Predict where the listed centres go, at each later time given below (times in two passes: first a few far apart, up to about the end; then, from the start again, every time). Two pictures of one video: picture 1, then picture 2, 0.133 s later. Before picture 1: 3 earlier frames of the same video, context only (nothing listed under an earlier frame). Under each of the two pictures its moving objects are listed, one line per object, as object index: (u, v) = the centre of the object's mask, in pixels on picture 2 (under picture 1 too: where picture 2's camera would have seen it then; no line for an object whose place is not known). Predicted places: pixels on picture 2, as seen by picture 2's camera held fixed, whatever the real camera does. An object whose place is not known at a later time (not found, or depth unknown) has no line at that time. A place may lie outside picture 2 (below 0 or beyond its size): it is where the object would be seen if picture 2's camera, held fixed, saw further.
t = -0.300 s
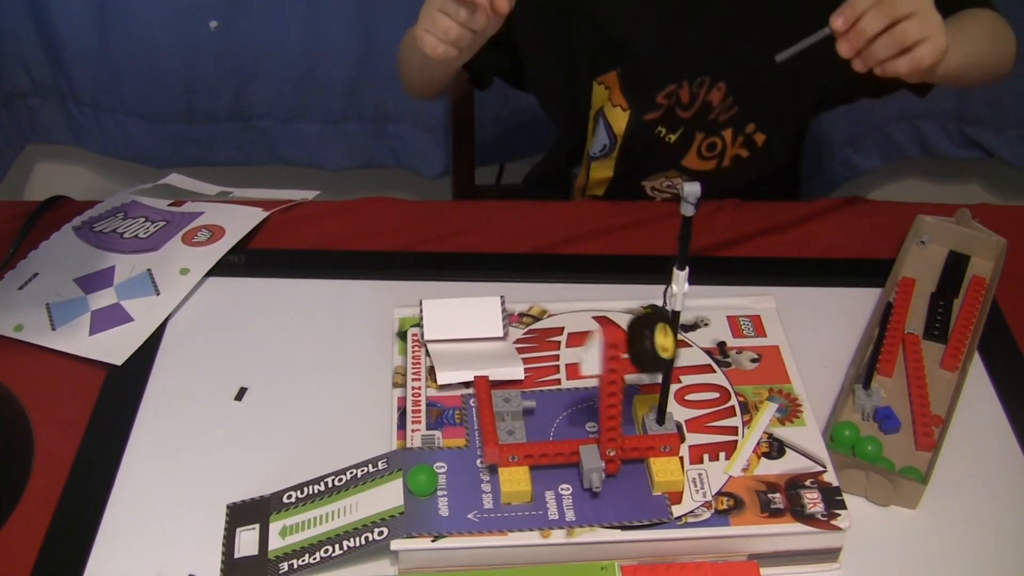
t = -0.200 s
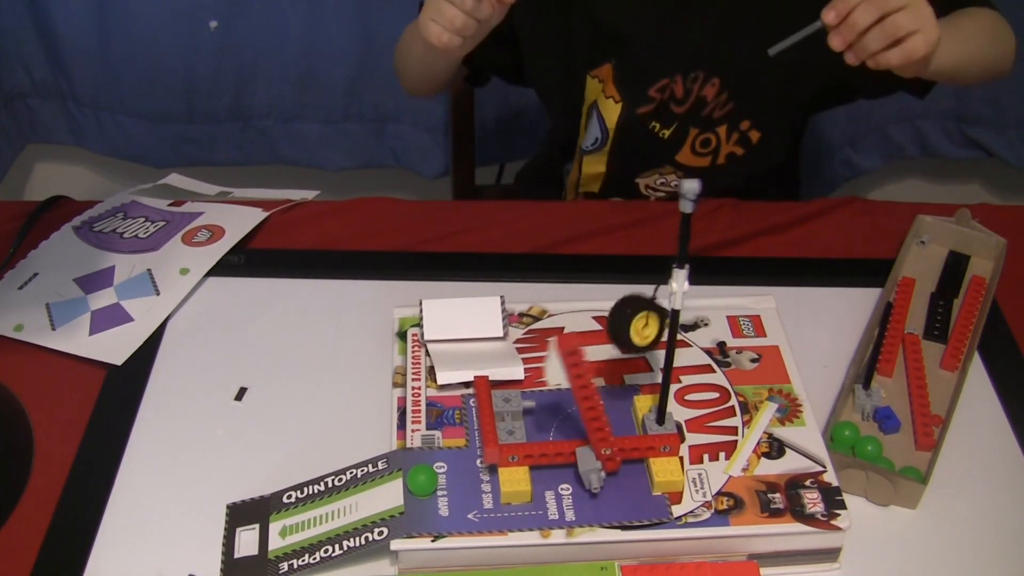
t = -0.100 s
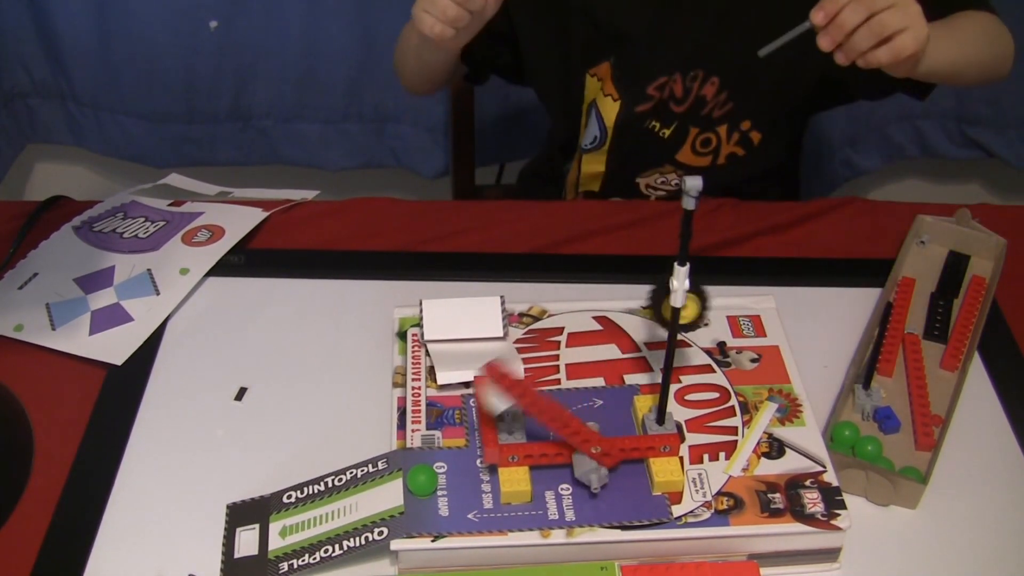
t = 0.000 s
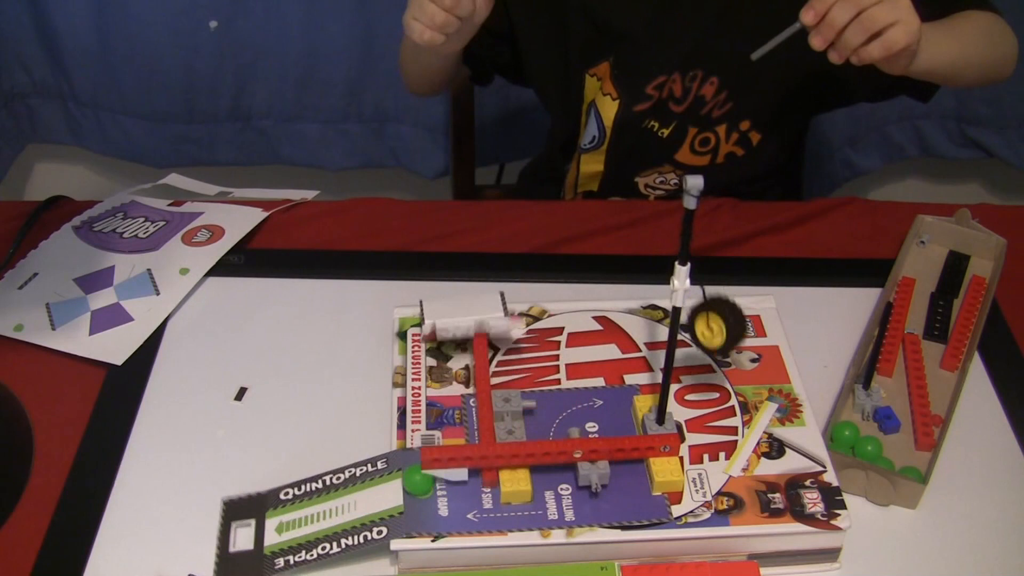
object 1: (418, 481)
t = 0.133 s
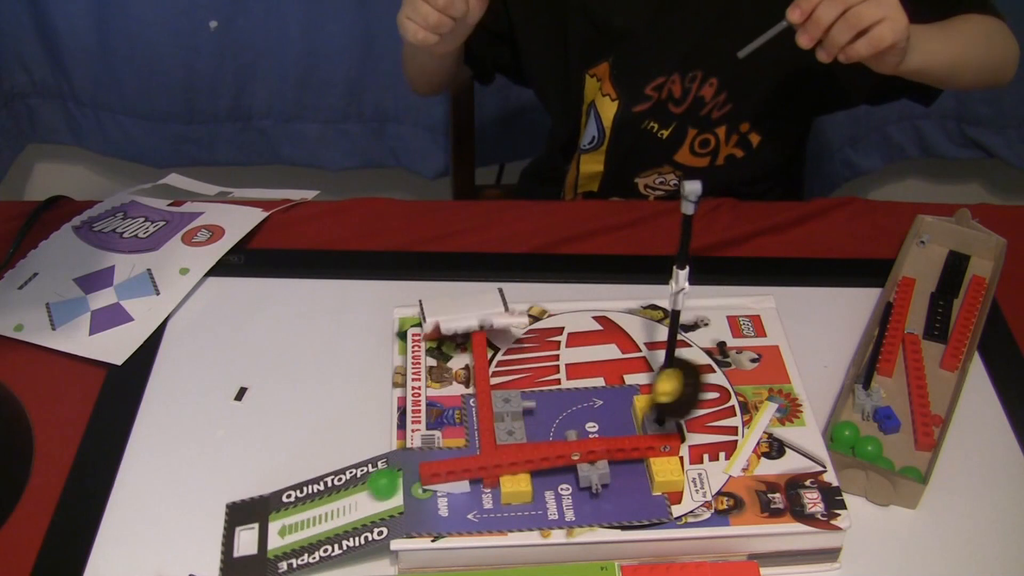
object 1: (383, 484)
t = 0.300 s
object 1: (242, 530)
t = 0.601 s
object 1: (69, 546)
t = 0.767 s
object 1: (66, 566)
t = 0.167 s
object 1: (365, 491)
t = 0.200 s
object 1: (342, 499)
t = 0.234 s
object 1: (314, 509)
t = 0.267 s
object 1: (279, 521)
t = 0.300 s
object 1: (242, 530)
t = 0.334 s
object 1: (199, 531)
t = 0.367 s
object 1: (159, 536)
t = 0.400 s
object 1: (120, 538)
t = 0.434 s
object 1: (95, 529)
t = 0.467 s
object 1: (84, 520)
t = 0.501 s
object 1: (79, 525)
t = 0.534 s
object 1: (77, 538)
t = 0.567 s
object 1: (72, 539)
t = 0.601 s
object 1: (69, 546)
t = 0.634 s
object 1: (66, 552)
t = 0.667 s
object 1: (64, 557)
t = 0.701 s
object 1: (63, 561)
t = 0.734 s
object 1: (64, 564)
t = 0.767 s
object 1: (66, 566)
